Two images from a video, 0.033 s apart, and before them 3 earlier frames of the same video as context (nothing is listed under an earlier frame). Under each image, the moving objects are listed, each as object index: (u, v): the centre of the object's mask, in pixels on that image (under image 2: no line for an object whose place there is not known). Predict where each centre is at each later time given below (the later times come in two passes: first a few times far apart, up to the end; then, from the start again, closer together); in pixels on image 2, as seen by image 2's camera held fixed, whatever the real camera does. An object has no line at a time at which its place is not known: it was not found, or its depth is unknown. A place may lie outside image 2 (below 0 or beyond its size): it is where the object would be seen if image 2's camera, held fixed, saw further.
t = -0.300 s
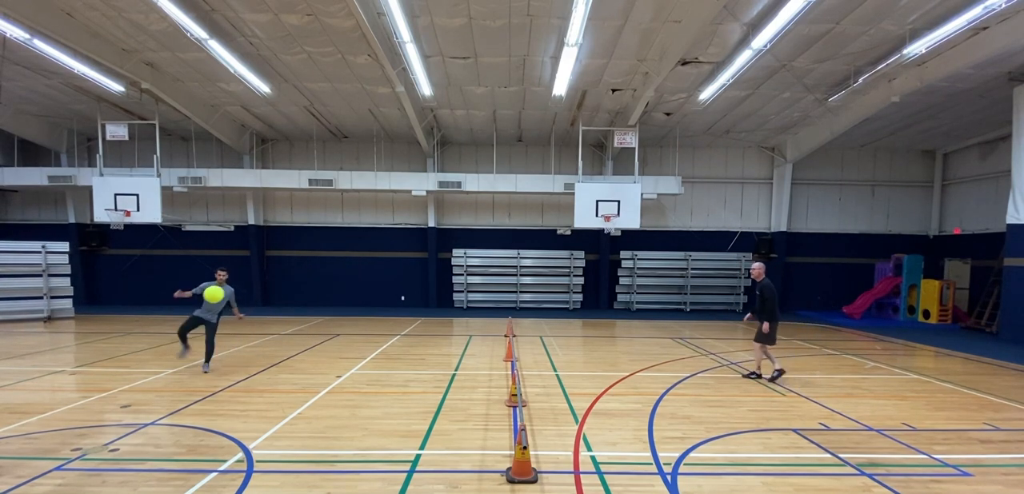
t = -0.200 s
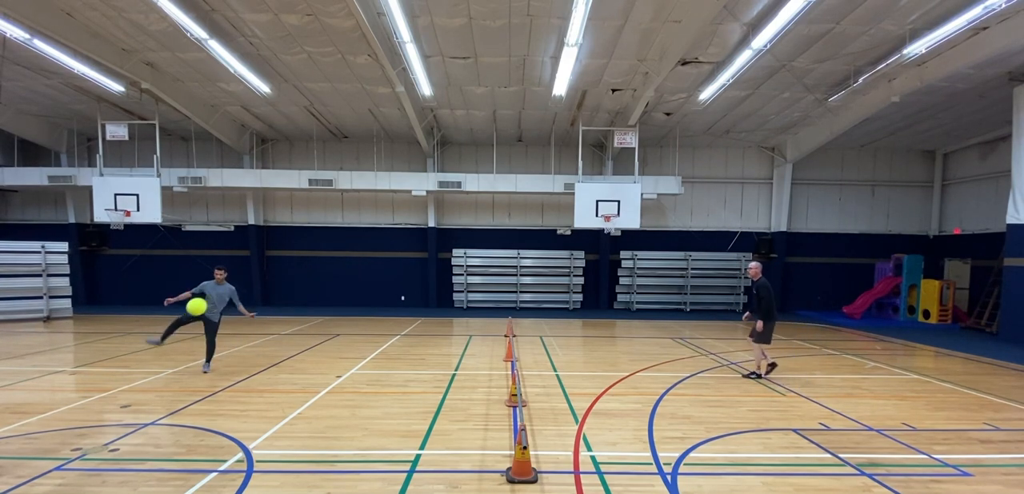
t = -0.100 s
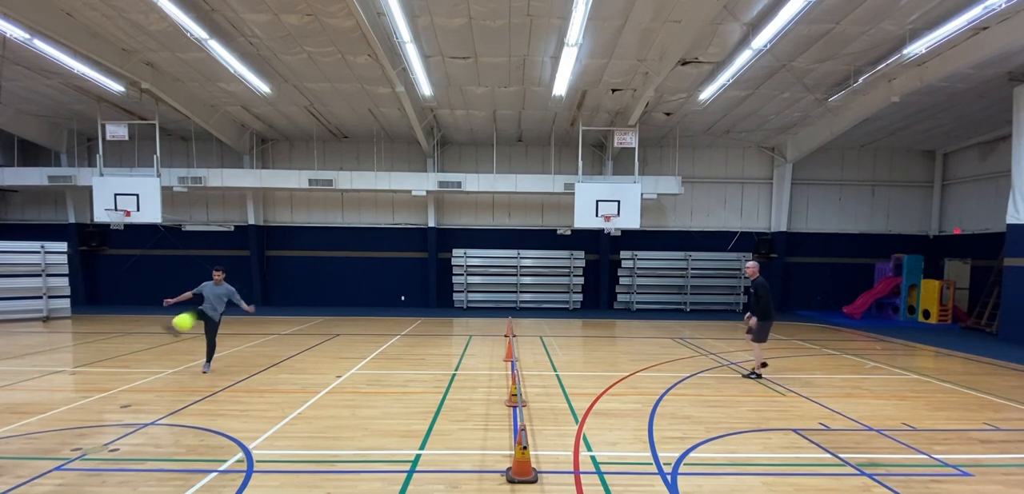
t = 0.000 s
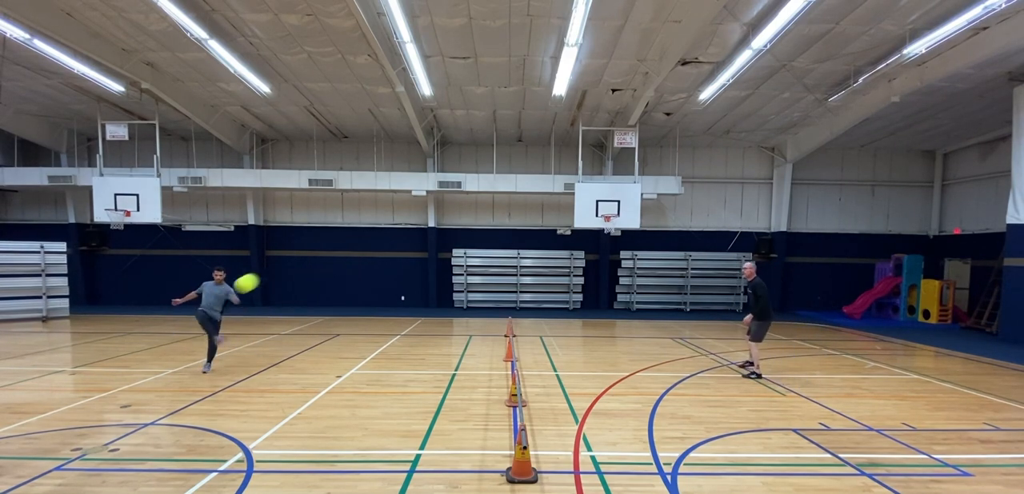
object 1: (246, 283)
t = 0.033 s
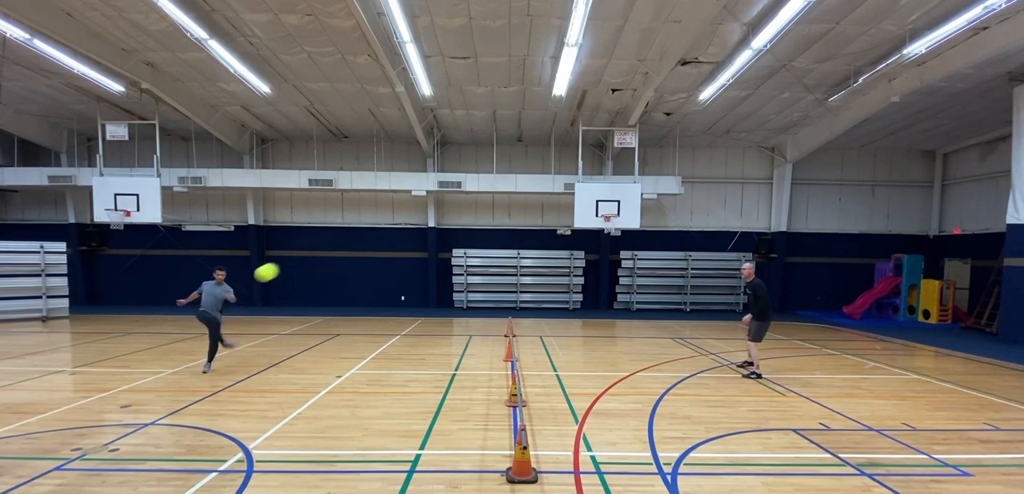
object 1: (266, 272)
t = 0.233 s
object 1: (375, 228)
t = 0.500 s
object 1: (491, 211)
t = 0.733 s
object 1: (572, 226)
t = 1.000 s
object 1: (646, 270)
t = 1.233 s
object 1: (699, 325)
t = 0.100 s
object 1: (305, 254)
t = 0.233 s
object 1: (375, 228)
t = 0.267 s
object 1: (392, 223)
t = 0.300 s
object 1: (407, 219)
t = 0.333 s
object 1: (422, 216)
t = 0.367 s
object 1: (437, 214)
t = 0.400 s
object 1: (451, 212)
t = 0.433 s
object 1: (465, 211)
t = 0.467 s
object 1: (478, 210)
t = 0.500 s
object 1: (491, 211)
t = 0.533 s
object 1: (504, 211)
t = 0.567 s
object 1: (516, 212)
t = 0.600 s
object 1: (528, 214)
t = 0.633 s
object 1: (539, 216)
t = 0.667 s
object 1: (550, 219)
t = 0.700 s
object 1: (562, 222)
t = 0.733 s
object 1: (572, 226)
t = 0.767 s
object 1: (582, 230)
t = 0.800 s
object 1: (592, 235)
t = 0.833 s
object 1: (602, 240)
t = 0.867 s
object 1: (611, 245)
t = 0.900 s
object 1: (620, 250)
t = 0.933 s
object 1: (629, 256)
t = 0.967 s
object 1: (638, 263)
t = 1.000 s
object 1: (646, 270)
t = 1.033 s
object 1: (655, 277)
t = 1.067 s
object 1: (662, 284)
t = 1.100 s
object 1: (670, 292)
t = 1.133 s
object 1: (677, 300)
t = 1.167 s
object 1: (685, 308)
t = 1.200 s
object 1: (692, 316)
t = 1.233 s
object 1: (699, 325)
